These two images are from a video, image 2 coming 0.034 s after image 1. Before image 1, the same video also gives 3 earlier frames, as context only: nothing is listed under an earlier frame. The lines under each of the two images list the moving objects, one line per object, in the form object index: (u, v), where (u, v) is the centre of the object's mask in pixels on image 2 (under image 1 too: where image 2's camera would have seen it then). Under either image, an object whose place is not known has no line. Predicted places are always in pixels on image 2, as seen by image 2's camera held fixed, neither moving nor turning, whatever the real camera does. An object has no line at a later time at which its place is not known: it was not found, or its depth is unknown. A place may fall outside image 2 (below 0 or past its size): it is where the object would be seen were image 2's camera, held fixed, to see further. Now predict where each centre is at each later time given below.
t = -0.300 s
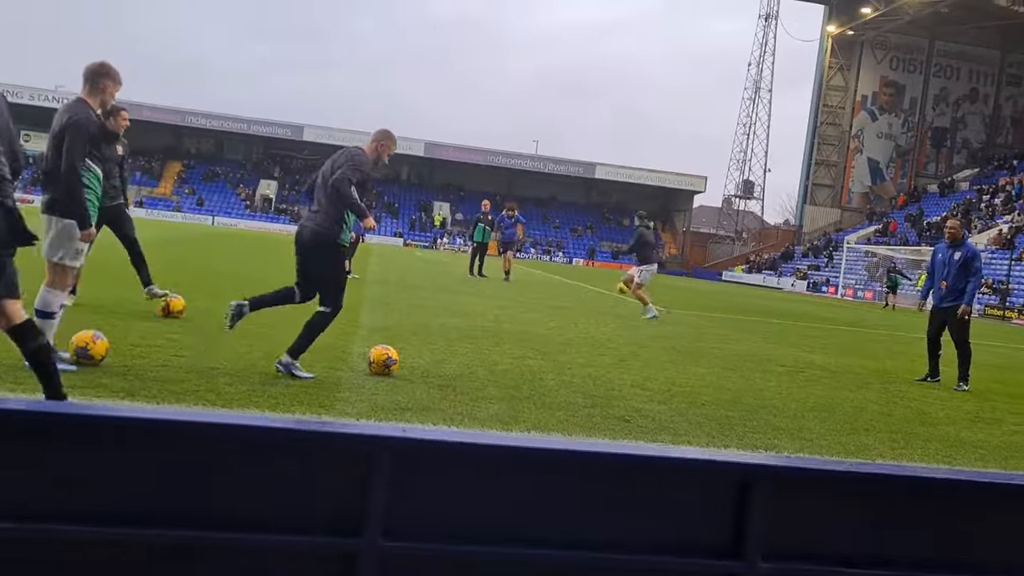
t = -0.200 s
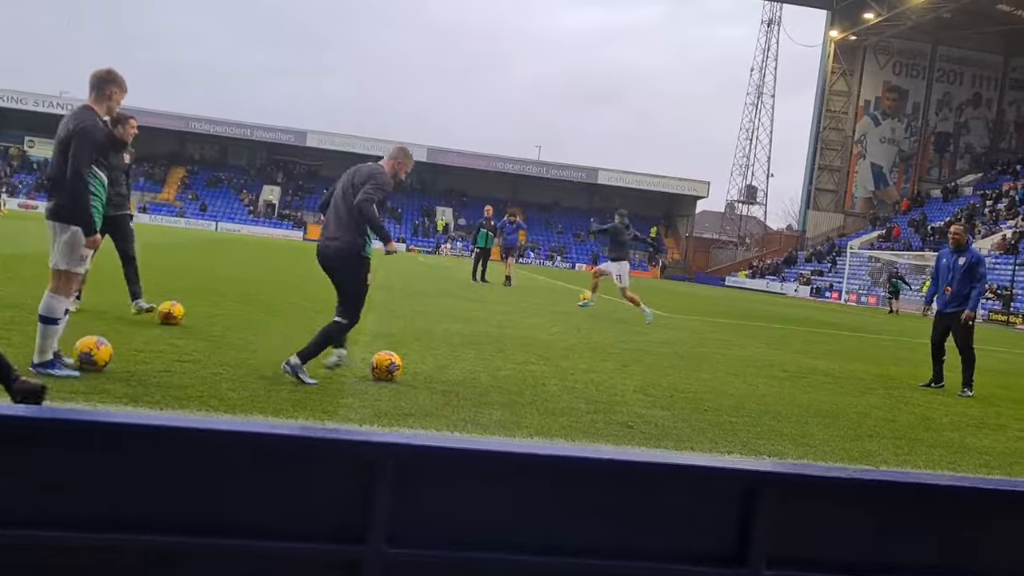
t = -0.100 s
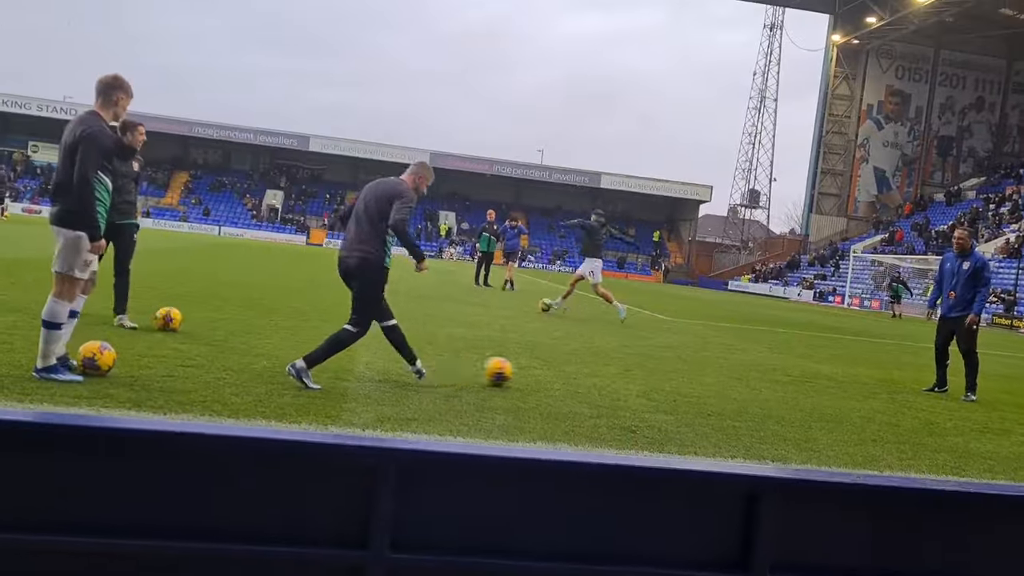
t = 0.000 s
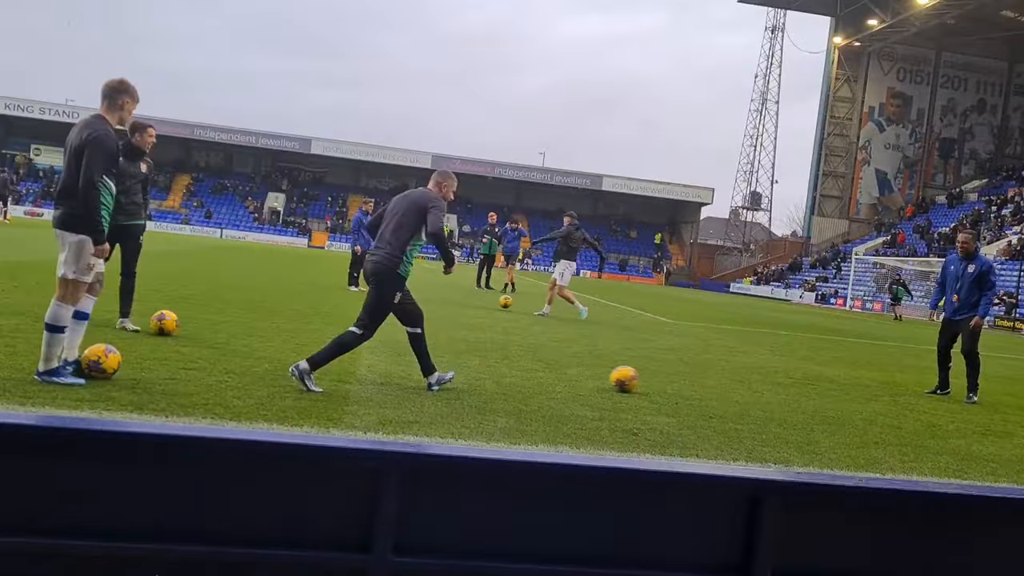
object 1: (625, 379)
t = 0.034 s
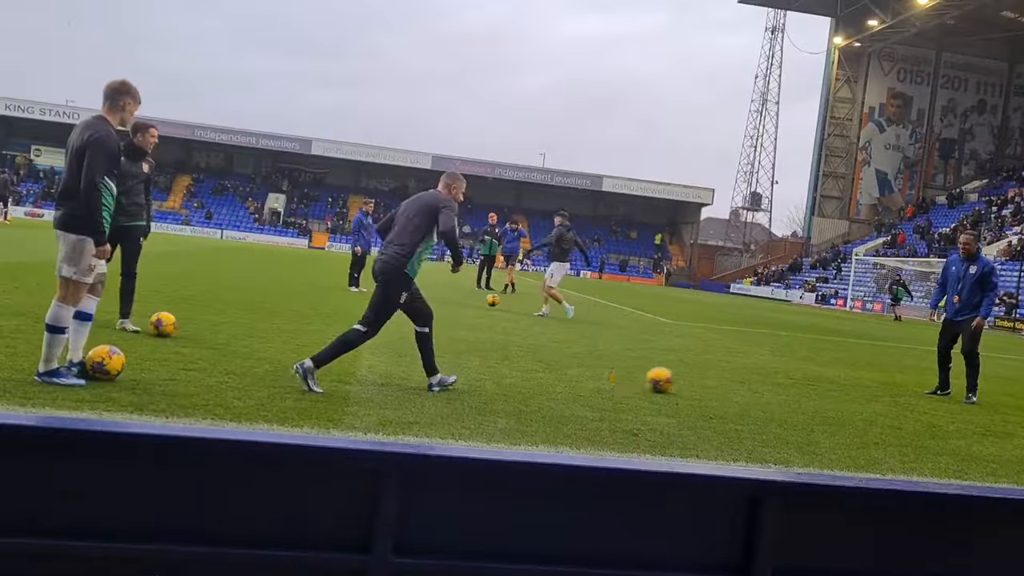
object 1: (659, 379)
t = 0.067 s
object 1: (691, 379)
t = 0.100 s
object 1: (722, 379)
